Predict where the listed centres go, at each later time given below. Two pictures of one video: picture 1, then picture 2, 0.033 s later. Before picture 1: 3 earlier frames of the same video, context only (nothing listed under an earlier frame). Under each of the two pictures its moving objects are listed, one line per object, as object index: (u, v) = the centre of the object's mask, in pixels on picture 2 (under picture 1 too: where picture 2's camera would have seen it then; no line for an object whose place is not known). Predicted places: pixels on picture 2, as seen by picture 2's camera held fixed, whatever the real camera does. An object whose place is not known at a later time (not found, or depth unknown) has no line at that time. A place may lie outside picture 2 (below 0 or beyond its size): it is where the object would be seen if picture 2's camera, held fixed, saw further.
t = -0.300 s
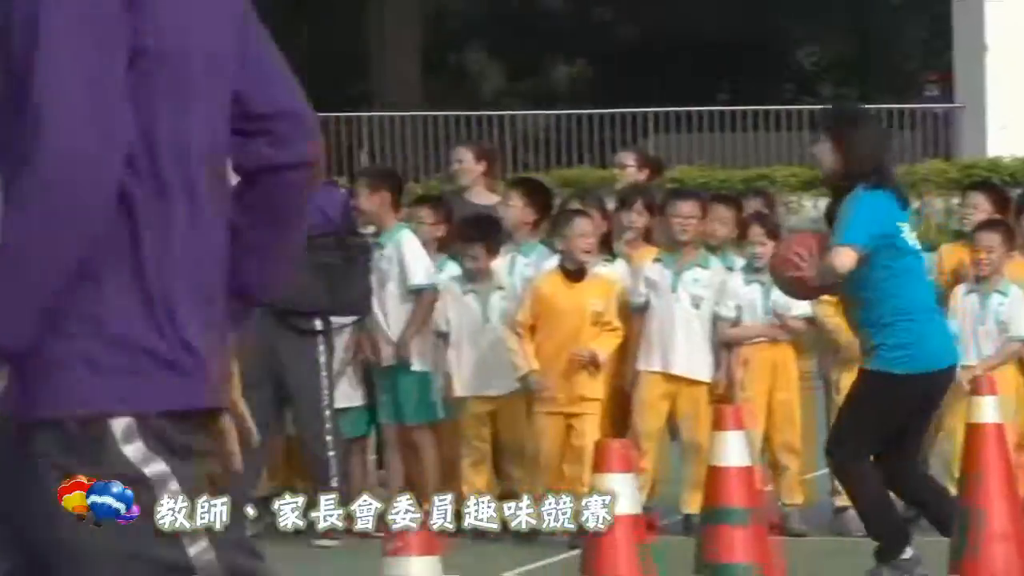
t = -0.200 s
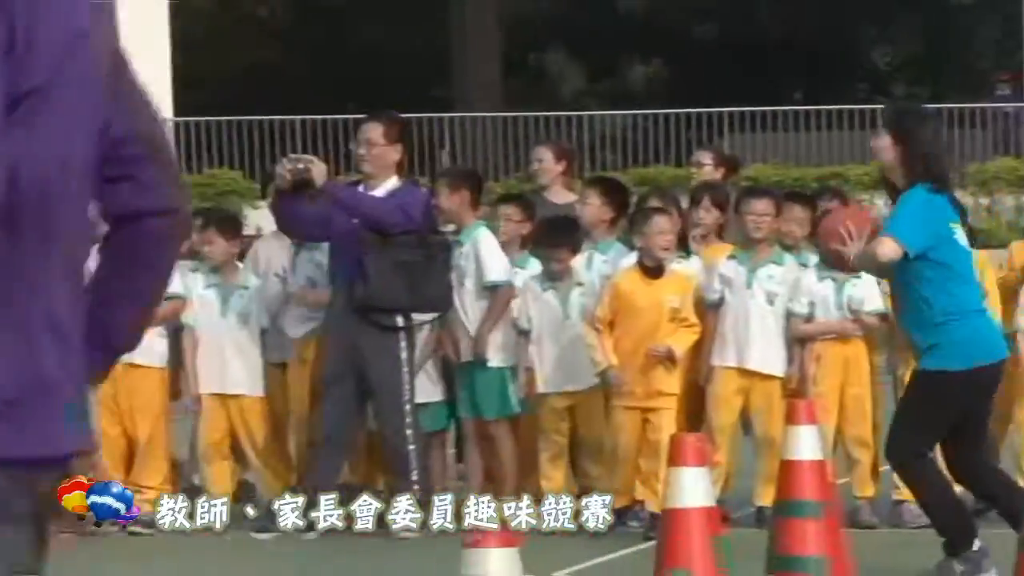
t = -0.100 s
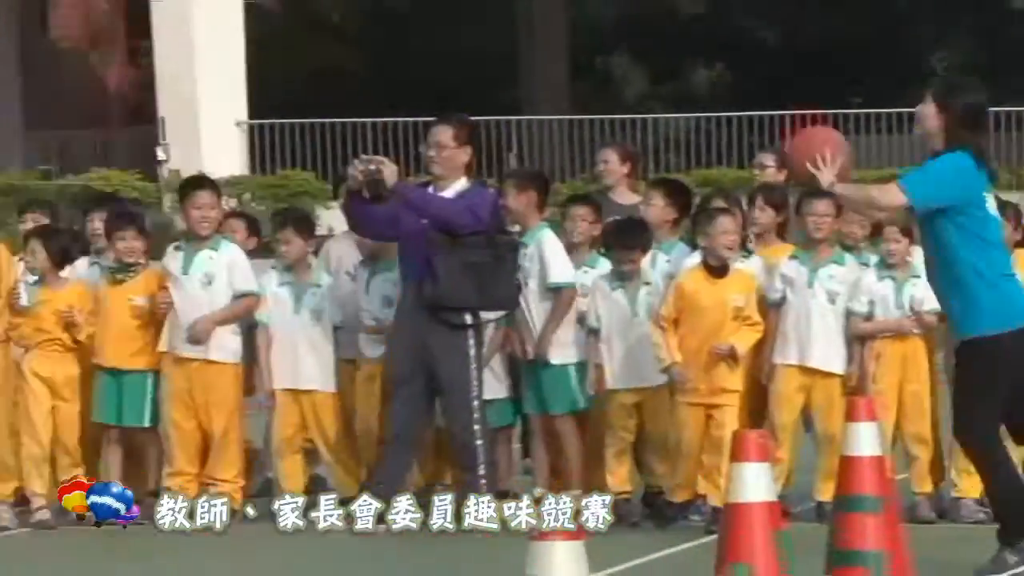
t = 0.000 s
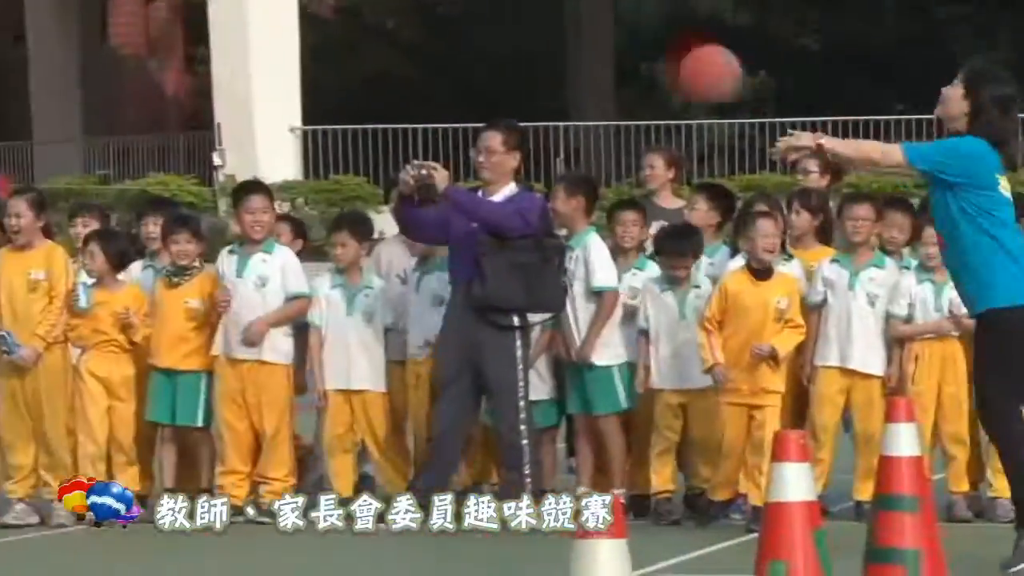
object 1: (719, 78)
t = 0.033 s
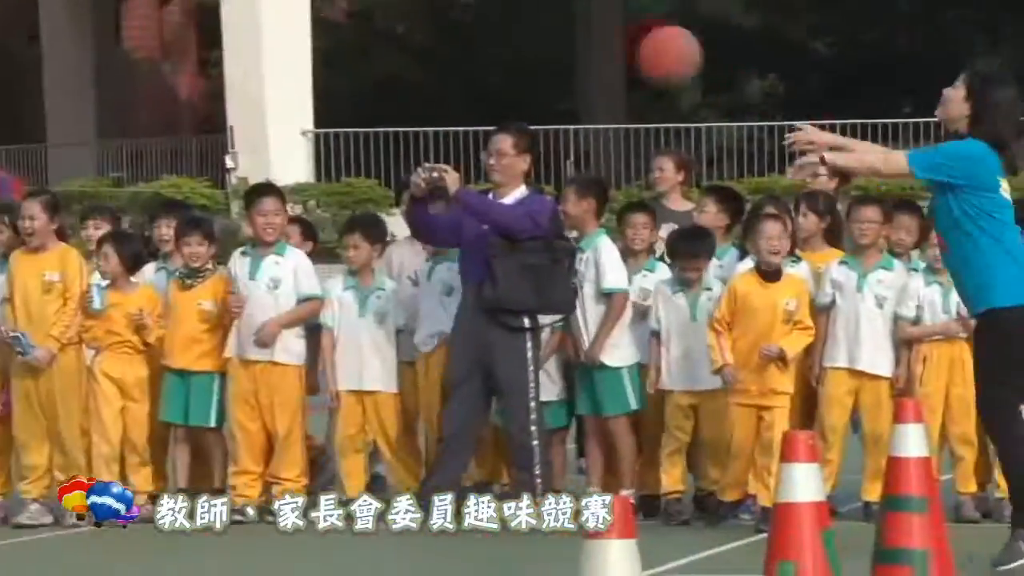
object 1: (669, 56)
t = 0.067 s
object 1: (621, 36)
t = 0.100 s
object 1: (573, 20)
